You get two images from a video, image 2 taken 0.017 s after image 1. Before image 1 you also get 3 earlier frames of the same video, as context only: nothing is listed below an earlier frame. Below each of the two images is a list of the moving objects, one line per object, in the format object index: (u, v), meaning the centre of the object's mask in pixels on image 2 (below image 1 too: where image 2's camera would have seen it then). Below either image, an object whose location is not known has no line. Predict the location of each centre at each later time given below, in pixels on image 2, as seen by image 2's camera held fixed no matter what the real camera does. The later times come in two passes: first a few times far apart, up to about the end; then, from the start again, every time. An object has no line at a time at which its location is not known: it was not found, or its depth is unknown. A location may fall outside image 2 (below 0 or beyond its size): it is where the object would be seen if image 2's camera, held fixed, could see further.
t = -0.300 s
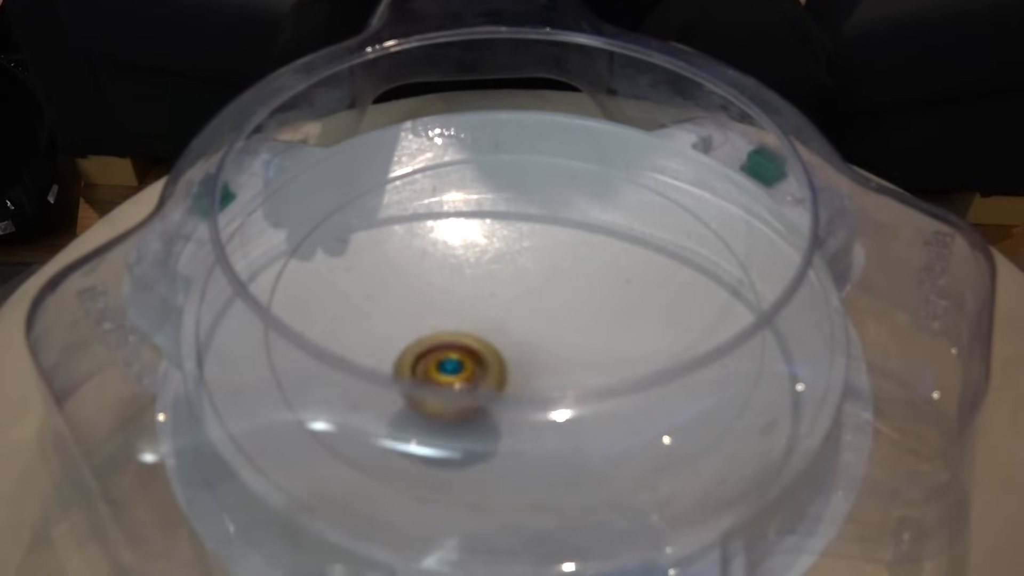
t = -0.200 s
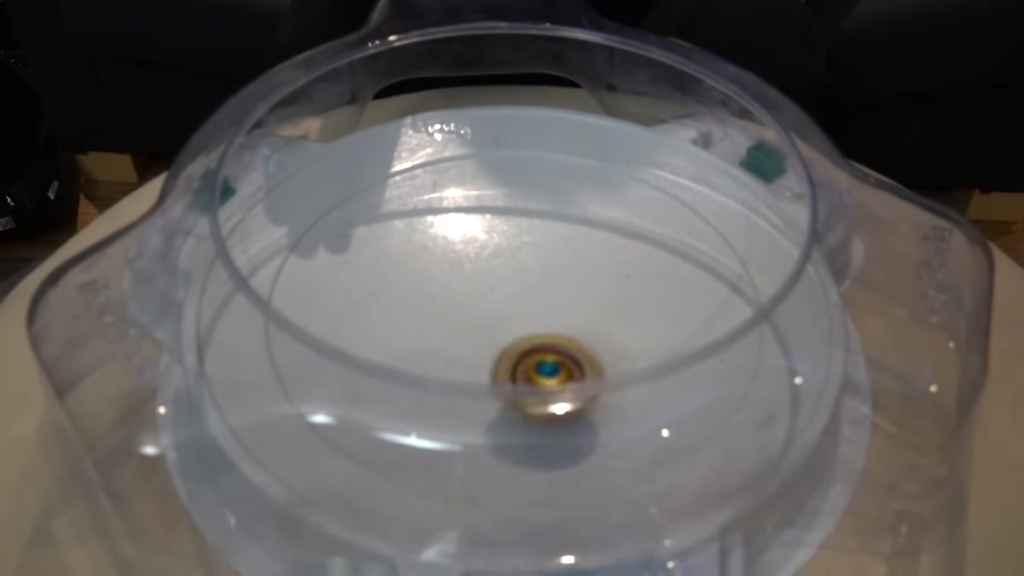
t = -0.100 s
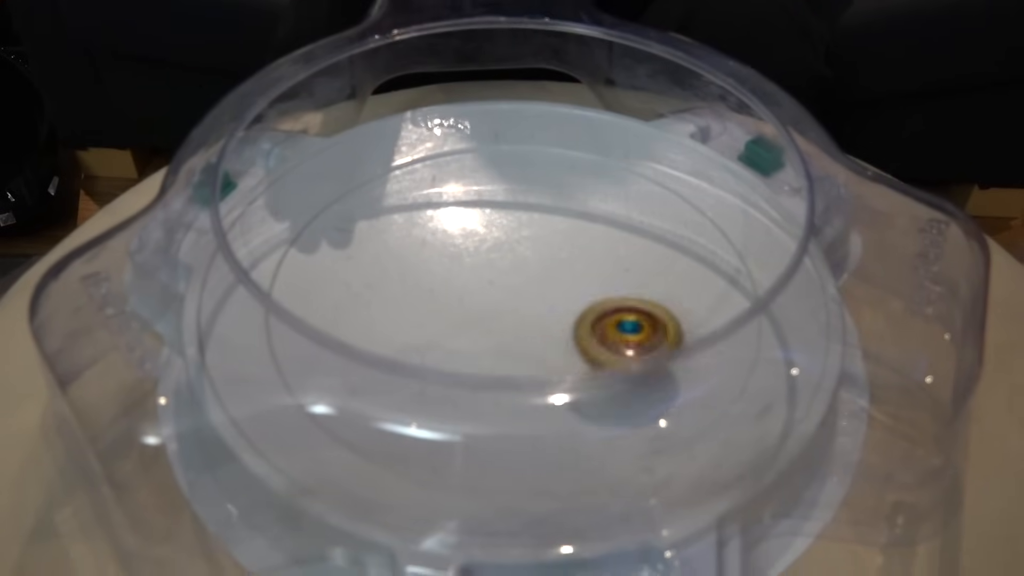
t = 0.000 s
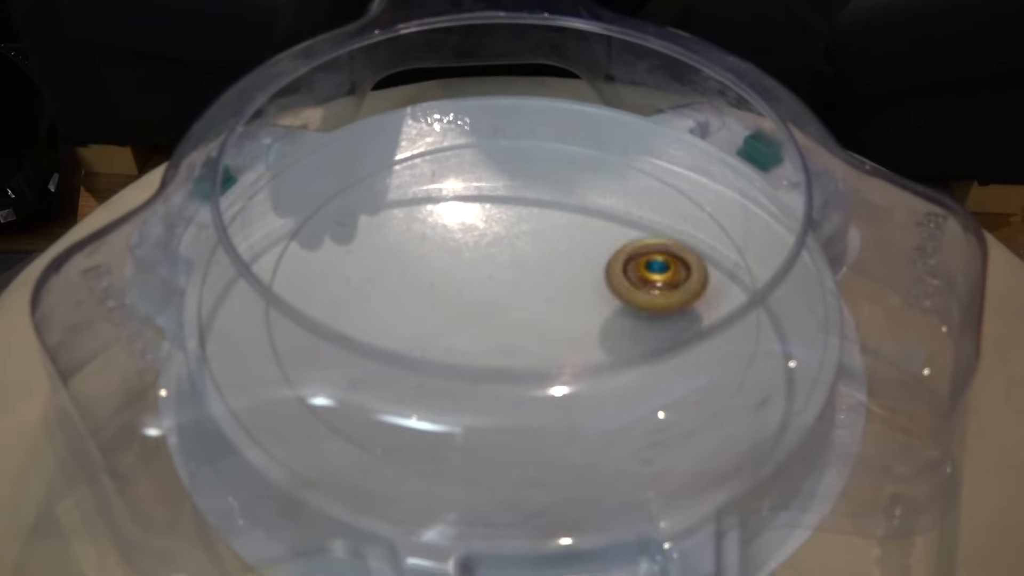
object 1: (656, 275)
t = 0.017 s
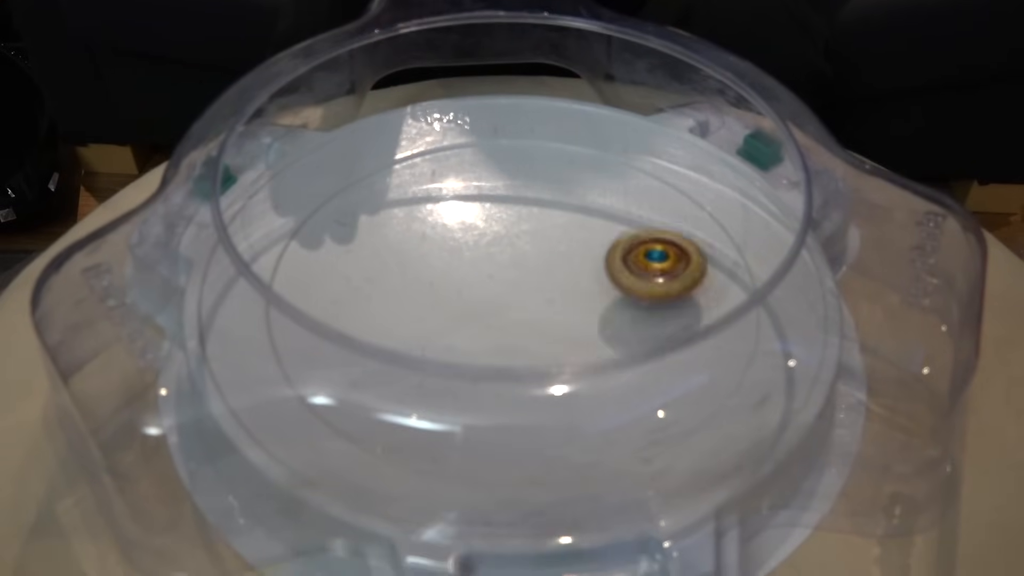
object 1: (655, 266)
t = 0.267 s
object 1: (521, 182)
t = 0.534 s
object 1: (384, 275)
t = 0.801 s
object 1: (542, 353)
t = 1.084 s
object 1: (595, 235)
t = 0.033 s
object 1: (653, 256)
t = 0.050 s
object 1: (650, 247)
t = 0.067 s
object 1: (644, 238)
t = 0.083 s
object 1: (639, 231)
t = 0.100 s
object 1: (632, 223)
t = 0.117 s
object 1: (625, 215)
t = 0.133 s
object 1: (616, 208)
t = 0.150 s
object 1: (606, 202)
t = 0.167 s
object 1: (594, 197)
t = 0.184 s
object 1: (583, 193)
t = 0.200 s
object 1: (572, 190)
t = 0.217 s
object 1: (559, 187)
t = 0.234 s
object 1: (547, 185)
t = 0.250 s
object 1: (534, 183)
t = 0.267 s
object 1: (521, 182)
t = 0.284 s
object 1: (507, 183)
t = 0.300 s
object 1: (495, 185)
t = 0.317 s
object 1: (482, 187)
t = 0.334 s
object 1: (470, 189)
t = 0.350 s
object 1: (457, 194)
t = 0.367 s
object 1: (447, 198)
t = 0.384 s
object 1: (435, 203)
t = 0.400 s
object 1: (424, 210)
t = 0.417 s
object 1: (414, 218)
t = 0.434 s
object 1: (406, 224)
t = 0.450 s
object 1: (400, 231)
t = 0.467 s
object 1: (395, 240)
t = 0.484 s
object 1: (390, 249)
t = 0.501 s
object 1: (386, 257)
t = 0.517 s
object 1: (385, 266)
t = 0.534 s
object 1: (384, 275)
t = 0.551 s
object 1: (384, 284)
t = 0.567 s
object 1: (387, 294)
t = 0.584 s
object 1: (393, 303)
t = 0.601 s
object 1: (398, 310)
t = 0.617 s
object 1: (405, 318)
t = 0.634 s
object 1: (414, 324)
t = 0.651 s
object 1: (425, 328)
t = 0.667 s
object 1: (434, 333)
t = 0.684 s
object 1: (446, 346)
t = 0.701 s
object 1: (460, 349)
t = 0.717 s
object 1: (472, 351)
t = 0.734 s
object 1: (486, 355)
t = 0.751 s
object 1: (502, 356)
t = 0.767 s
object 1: (513, 355)
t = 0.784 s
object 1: (527, 355)
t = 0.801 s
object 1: (542, 353)
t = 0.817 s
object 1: (553, 350)
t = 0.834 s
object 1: (565, 347)
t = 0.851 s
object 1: (577, 337)
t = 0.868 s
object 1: (585, 330)
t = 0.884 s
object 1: (595, 326)
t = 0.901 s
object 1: (604, 319)
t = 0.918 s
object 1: (610, 312)
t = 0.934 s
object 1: (614, 305)
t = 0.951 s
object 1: (617, 295)
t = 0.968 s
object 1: (618, 286)
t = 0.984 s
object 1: (618, 279)
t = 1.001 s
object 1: (618, 271)
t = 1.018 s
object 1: (615, 262)
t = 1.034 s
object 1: (613, 255)
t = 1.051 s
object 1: (608, 247)
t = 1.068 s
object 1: (601, 241)
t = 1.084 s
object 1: (595, 235)
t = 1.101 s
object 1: (588, 229)
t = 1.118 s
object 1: (580, 223)
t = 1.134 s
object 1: (571, 218)
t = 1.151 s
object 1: (561, 214)
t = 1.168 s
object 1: (551, 211)
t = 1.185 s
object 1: (542, 209)
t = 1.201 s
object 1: (532, 206)
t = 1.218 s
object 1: (521, 205)
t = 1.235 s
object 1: (509, 204)
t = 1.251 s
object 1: (499, 204)
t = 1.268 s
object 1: (488, 205)
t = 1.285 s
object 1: (478, 207)
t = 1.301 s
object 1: (468, 209)
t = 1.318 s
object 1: (458, 212)
